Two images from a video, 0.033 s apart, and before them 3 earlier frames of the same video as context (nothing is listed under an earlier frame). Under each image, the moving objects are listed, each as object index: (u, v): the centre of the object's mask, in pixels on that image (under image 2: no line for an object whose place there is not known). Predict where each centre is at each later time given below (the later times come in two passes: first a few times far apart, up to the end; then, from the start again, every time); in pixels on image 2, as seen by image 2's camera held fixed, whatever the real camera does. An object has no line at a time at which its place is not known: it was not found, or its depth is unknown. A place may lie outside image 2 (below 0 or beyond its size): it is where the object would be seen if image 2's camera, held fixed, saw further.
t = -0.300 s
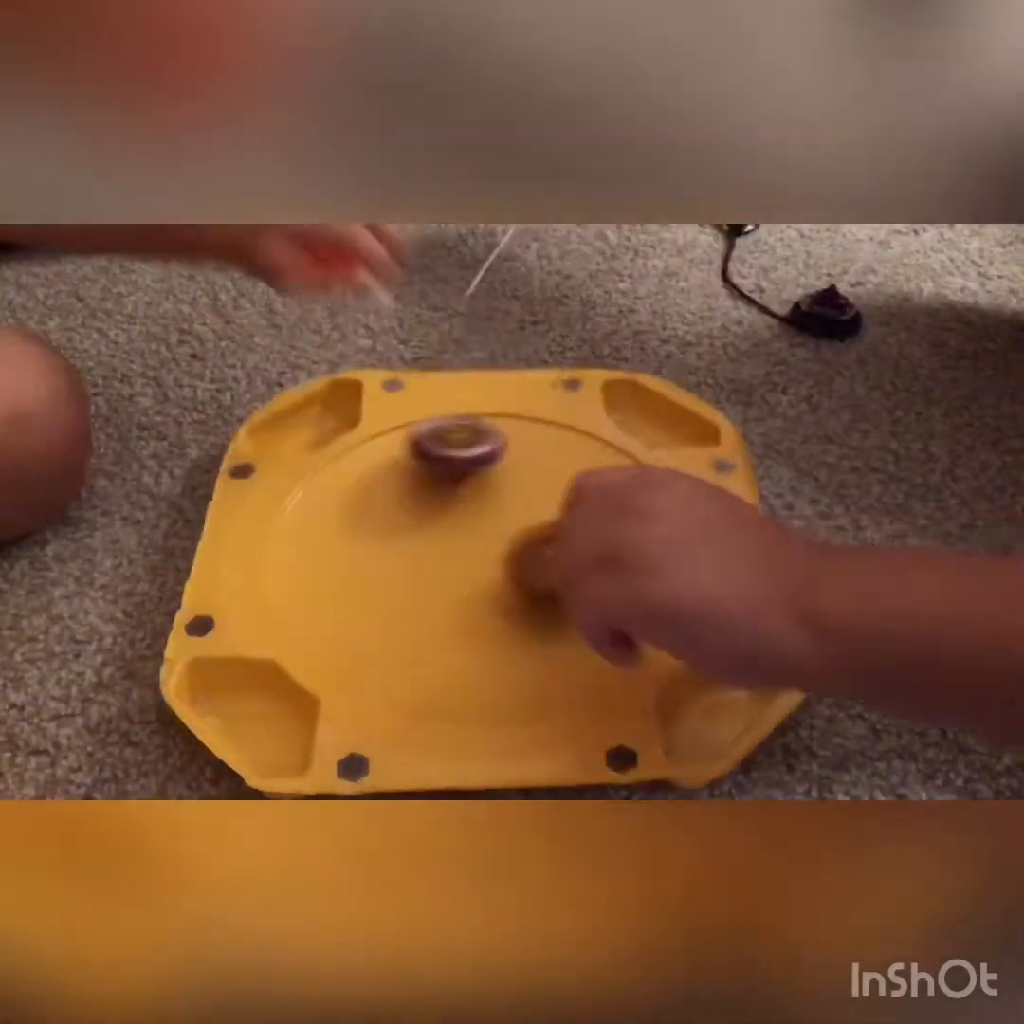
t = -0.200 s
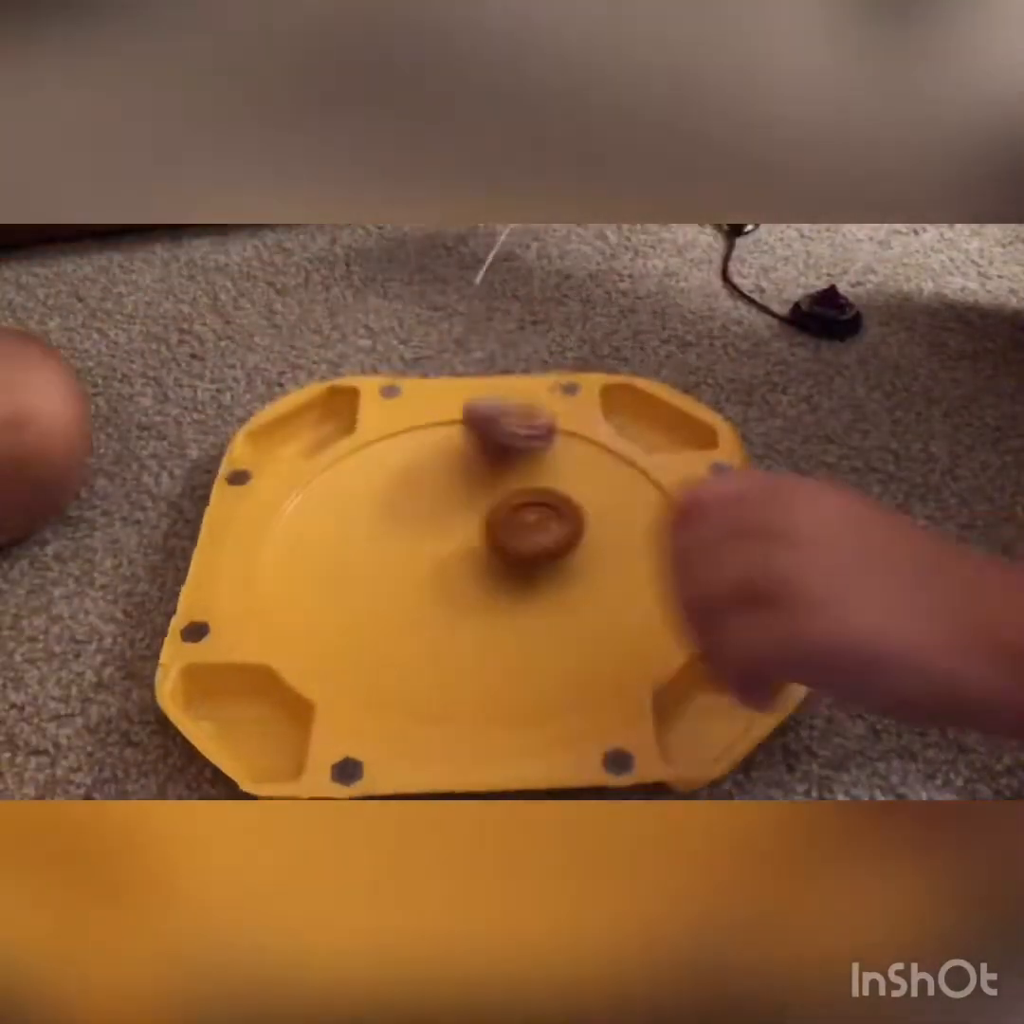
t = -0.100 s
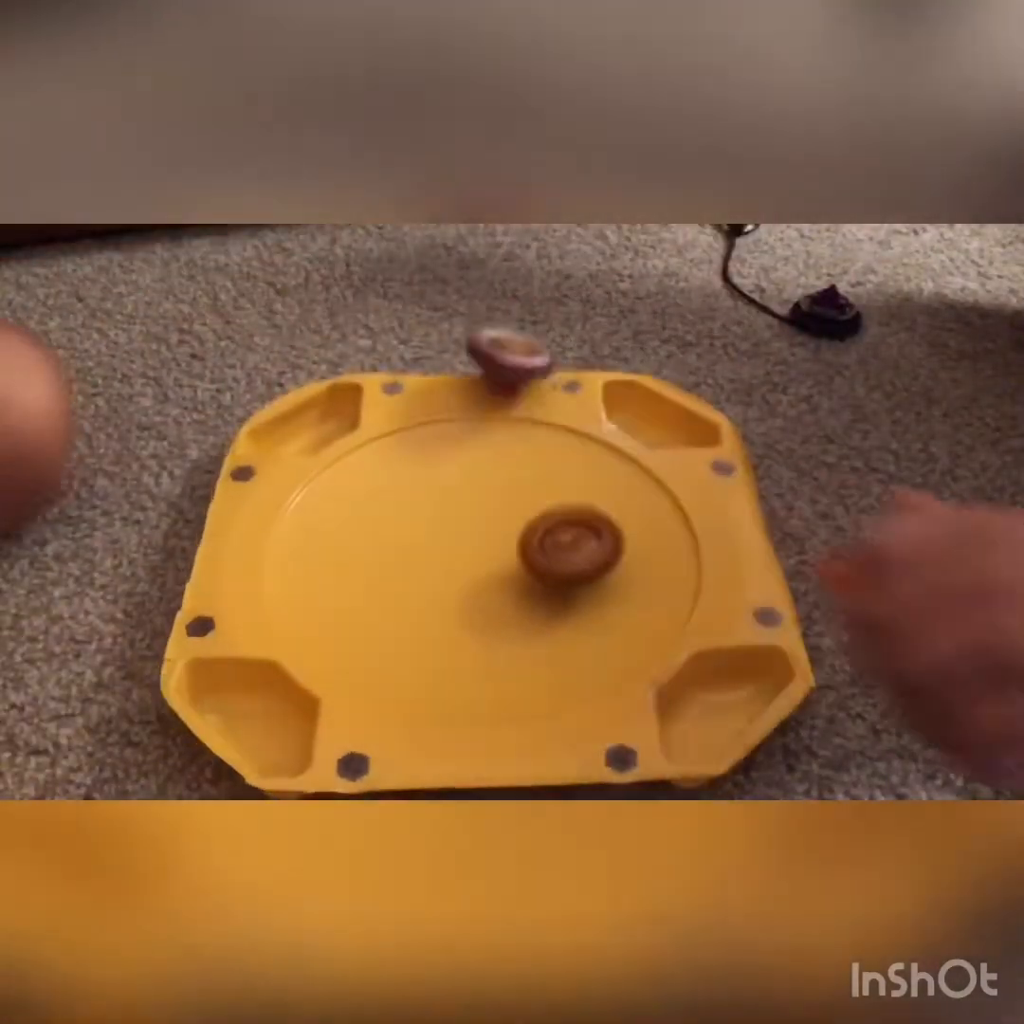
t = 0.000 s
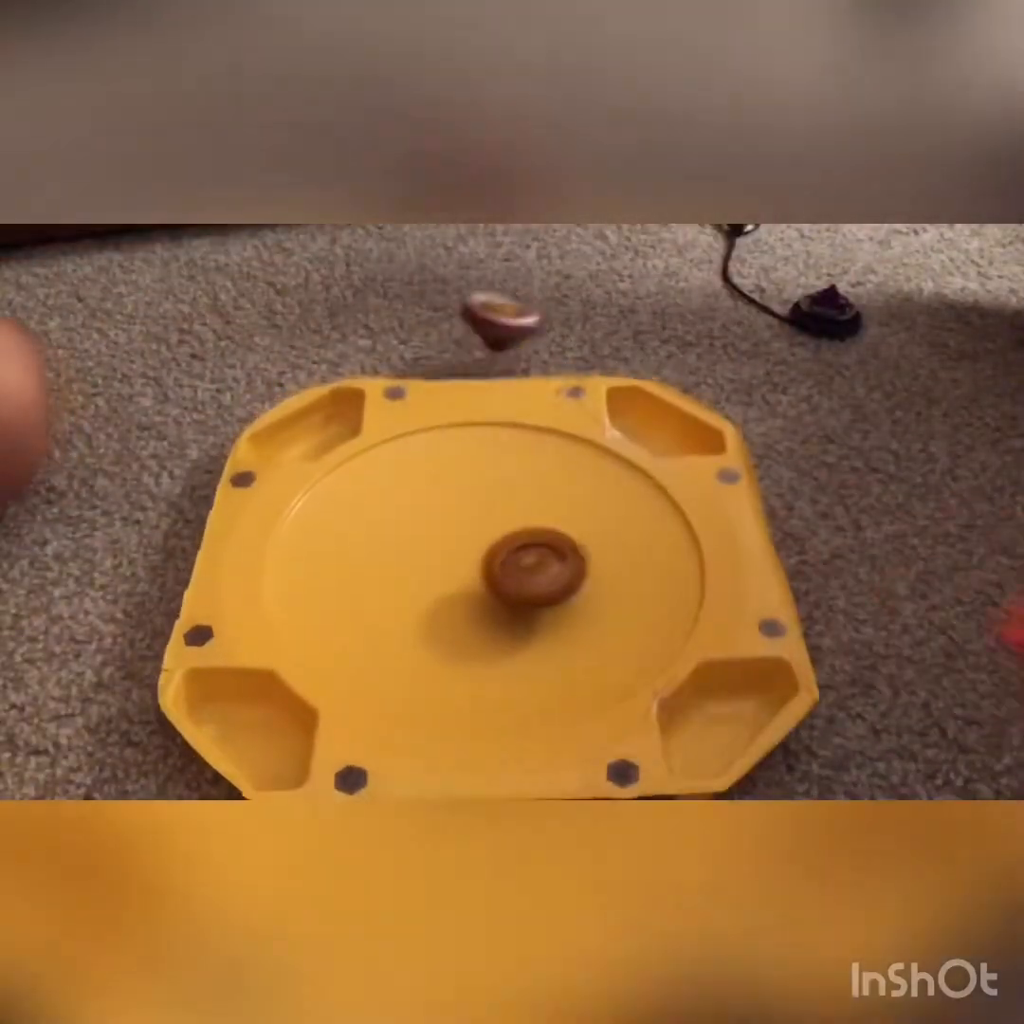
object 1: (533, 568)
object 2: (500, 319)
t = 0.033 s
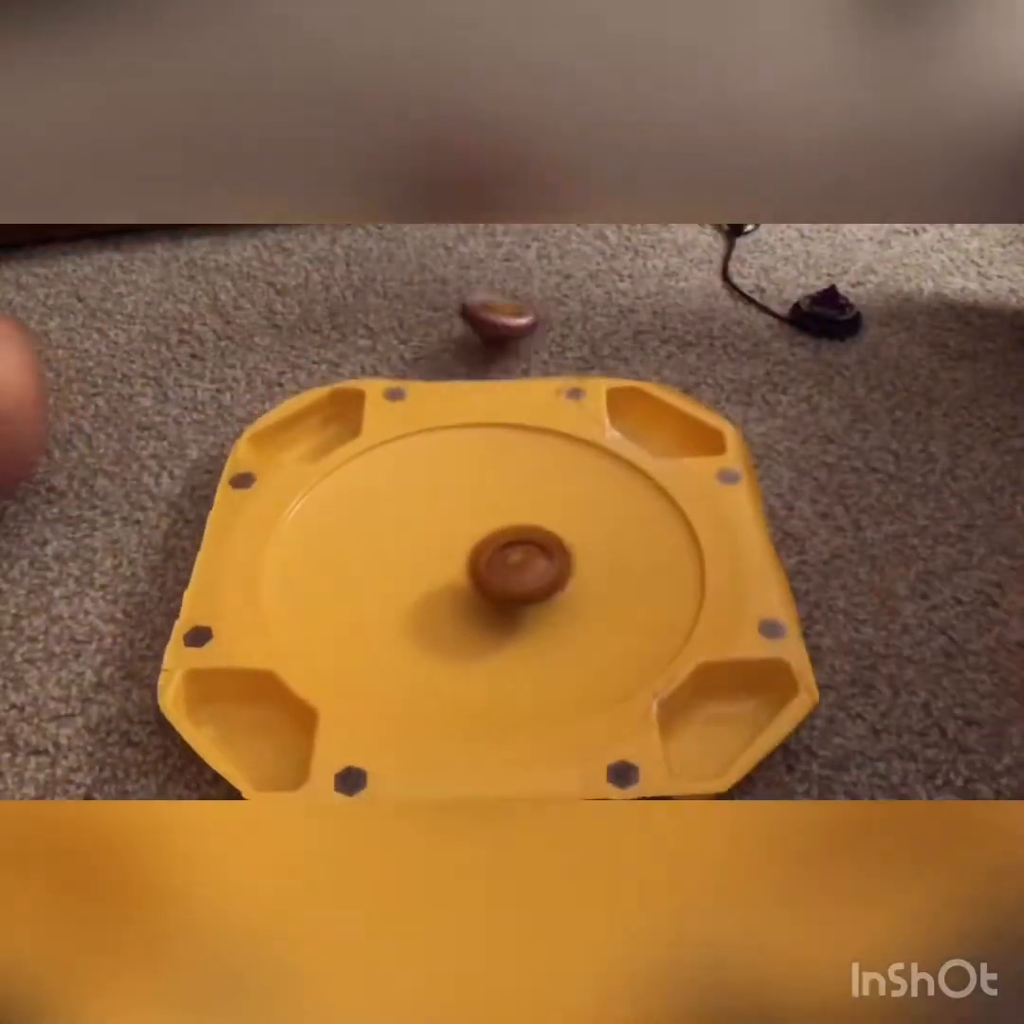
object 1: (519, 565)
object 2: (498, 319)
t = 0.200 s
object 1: (532, 513)
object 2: (390, 265)
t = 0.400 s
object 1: (553, 558)
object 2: (294, 235)
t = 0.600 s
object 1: (485, 497)
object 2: (239, 234)
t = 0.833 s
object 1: (551, 552)
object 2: (225, 238)
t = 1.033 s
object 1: (427, 504)
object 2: (225, 237)
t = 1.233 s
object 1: (542, 487)
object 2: (206, 236)
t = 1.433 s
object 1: (450, 568)
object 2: (204, 236)
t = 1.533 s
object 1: (384, 531)
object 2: (204, 236)
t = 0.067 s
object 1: (509, 557)
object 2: (490, 316)
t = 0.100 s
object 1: (504, 546)
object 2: (459, 284)
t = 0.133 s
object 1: (507, 533)
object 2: (435, 270)
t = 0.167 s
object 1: (516, 521)
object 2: (413, 270)
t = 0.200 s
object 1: (532, 513)
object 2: (390, 265)
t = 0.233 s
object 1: (550, 511)
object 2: (371, 248)
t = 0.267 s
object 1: (566, 515)
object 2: (356, 245)
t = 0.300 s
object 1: (576, 524)
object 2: (340, 245)
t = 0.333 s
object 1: (578, 535)
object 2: (326, 237)
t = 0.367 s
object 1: (571, 547)
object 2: (311, 236)
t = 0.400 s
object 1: (553, 558)
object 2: (294, 235)
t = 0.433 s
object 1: (533, 561)
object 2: (278, 231)
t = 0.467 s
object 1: (508, 558)
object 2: (268, 232)
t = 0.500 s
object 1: (488, 547)
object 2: (258, 233)
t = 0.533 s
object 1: (475, 531)
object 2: (251, 235)
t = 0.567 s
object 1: (475, 513)
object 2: (244, 234)
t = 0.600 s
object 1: (485, 497)
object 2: (239, 234)
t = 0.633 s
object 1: (505, 485)
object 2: (232, 234)
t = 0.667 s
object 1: (528, 481)
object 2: (228, 237)
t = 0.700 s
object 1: (552, 486)
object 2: (226, 238)
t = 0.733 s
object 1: (570, 498)
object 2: (225, 238)
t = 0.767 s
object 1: (577, 516)
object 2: (225, 238)
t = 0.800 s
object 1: (569, 536)
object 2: (225, 238)
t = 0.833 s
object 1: (551, 552)
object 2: (225, 238)
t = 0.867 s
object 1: (523, 560)
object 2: (225, 238)
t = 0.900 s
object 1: (492, 561)
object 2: (225, 237)
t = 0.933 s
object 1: (464, 554)
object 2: (225, 237)
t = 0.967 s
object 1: (442, 541)
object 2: (225, 237)
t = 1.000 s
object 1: (429, 523)
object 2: (225, 237)
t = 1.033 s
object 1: (427, 504)
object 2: (225, 237)
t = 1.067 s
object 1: (435, 487)
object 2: (225, 237)
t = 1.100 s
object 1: (453, 472)
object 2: (223, 237)
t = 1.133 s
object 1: (476, 465)
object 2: (220, 236)
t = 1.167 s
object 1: (503, 464)
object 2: (217, 236)
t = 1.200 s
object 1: (525, 472)
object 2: (210, 236)
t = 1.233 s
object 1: (542, 487)
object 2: (206, 236)
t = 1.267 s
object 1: (549, 507)
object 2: (205, 236)
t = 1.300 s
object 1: (546, 528)
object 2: (205, 236)
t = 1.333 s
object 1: (532, 547)
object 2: (204, 236)
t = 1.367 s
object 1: (509, 560)
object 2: (205, 236)
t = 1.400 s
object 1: (481, 568)
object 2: (205, 236)
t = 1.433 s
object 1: (450, 568)
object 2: (204, 236)
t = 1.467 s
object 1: (421, 561)
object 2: (204, 236)
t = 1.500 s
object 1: (398, 548)
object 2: (204, 236)
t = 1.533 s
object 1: (384, 531)
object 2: (204, 236)
